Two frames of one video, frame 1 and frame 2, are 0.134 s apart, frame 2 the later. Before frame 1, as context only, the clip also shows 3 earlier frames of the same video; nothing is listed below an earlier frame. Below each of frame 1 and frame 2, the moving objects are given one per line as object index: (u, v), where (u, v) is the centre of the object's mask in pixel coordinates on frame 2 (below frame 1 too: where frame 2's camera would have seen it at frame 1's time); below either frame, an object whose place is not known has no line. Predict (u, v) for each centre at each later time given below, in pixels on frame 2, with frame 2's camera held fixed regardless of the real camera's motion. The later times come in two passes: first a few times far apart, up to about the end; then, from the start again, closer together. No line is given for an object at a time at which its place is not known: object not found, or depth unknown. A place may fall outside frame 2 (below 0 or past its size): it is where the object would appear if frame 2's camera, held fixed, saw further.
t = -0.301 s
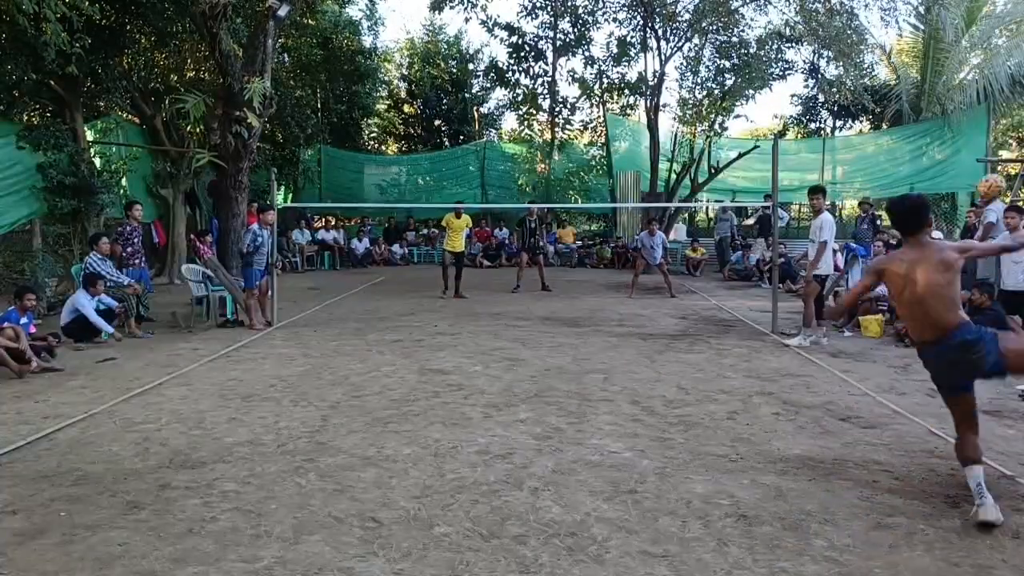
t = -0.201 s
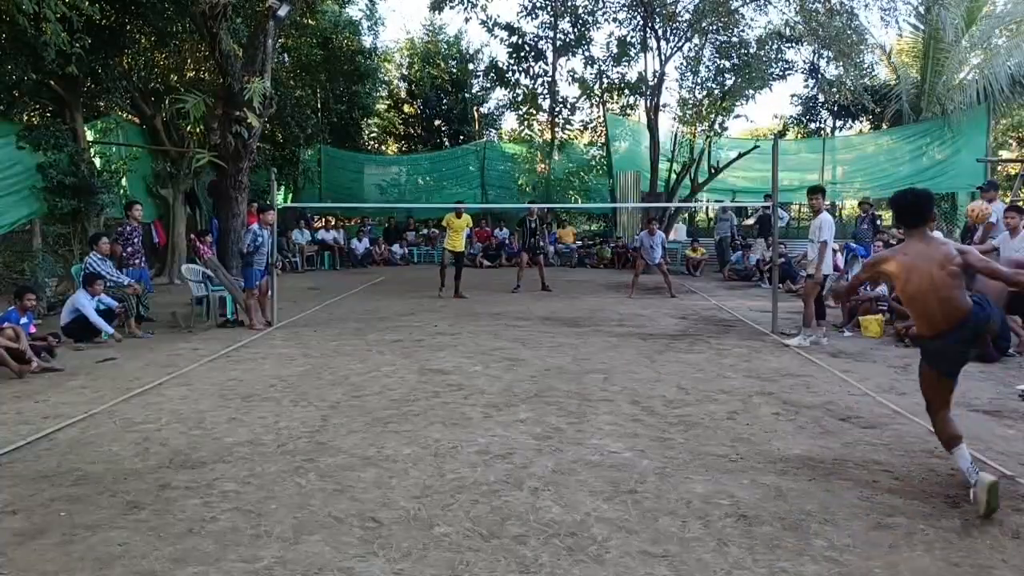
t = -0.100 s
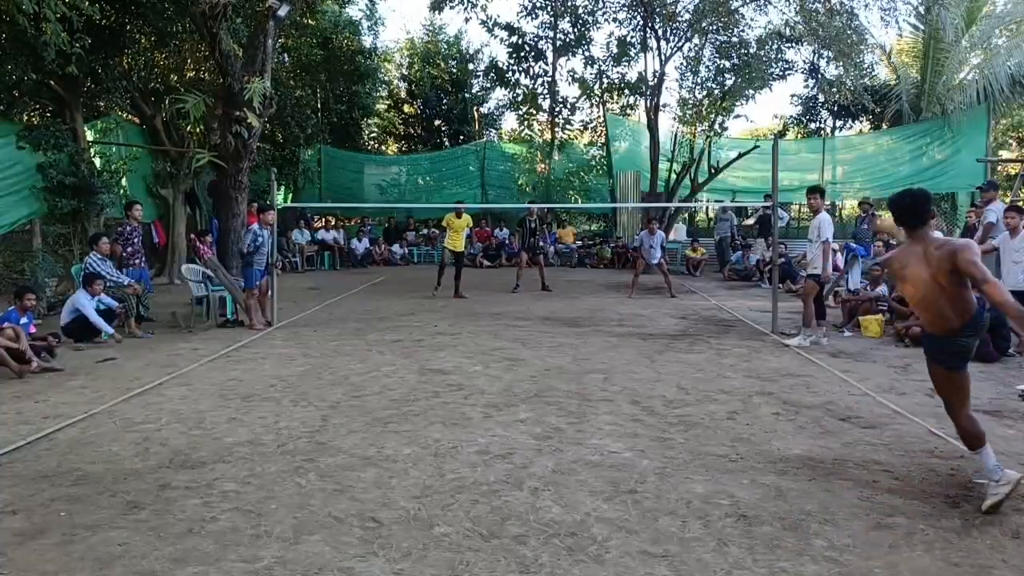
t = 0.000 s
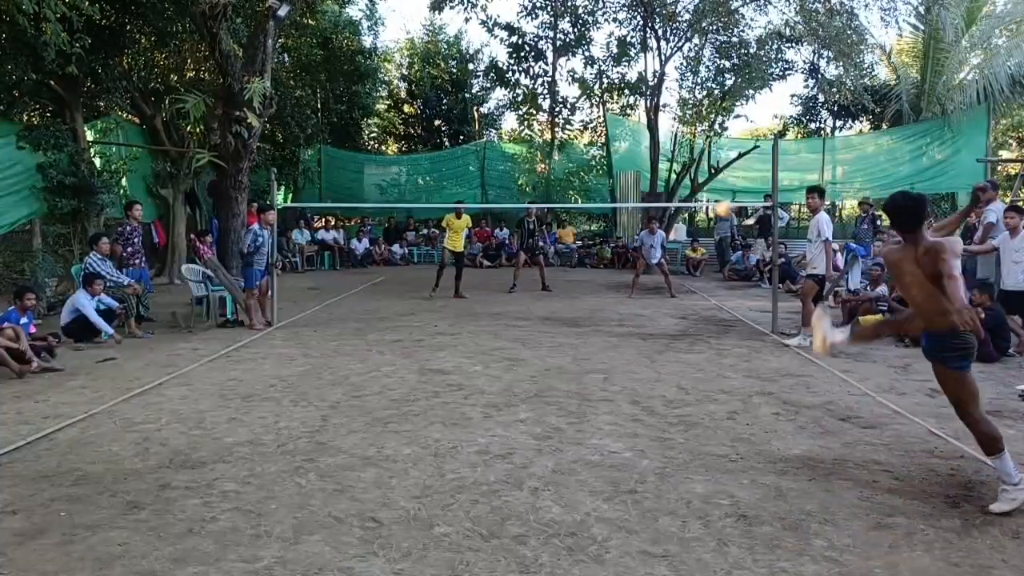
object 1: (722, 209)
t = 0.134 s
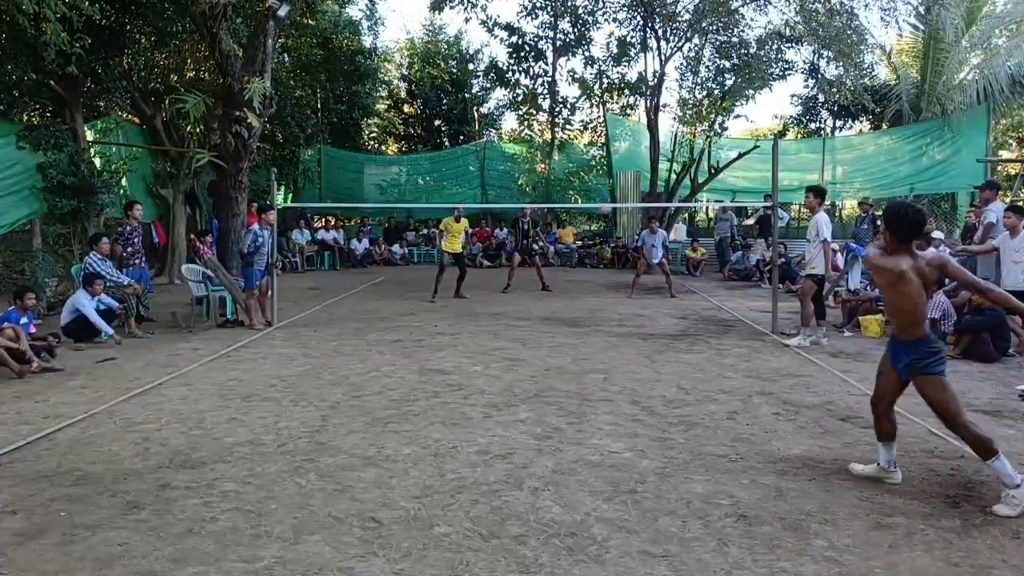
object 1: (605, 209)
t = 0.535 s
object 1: (517, 334)
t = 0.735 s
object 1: (498, 309)
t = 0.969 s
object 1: (469, 306)
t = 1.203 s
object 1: (429, 377)
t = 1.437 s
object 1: (384, 415)
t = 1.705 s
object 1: (317, 483)
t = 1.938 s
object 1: (243, 539)
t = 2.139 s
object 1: (172, 562)
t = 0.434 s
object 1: (531, 282)
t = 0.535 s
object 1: (517, 334)
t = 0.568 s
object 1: (514, 341)
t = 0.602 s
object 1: (511, 333)
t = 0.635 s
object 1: (508, 326)
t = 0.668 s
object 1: (504, 320)
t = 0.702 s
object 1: (501, 314)
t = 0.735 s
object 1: (498, 309)
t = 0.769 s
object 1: (494, 306)
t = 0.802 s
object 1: (491, 303)
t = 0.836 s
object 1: (487, 301)
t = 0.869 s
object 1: (482, 301)
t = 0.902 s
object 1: (478, 301)
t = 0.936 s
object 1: (474, 303)
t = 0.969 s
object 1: (469, 306)
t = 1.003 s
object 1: (464, 311)
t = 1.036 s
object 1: (459, 318)
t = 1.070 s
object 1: (454, 326)
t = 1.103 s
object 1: (448, 336)
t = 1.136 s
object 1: (442, 347)
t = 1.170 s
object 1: (437, 362)
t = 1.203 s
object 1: (429, 377)
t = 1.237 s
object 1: (422, 395)
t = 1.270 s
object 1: (415, 417)
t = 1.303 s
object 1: (409, 430)
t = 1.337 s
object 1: (403, 424)
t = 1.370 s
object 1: (398, 419)
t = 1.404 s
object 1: (391, 416)
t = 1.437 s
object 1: (384, 415)
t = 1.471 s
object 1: (378, 415)
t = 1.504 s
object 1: (370, 417)
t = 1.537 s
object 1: (362, 422)
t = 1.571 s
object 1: (355, 429)
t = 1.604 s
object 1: (346, 438)
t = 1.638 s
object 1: (336, 450)
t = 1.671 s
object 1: (327, 464)
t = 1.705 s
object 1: (317, 483)
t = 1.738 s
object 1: (305, 506)
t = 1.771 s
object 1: (294, 532)
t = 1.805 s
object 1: (281, 561)
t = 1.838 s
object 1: (271, 562)
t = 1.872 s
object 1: (261, 554)
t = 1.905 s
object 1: (253, 546)
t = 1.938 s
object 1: (243, 539)
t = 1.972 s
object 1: (233, 537)
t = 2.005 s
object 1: (222, 536)
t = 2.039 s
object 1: (210, 538)
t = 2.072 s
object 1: (198, 544)
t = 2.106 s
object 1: (184, 554)
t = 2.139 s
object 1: (172, 562)
